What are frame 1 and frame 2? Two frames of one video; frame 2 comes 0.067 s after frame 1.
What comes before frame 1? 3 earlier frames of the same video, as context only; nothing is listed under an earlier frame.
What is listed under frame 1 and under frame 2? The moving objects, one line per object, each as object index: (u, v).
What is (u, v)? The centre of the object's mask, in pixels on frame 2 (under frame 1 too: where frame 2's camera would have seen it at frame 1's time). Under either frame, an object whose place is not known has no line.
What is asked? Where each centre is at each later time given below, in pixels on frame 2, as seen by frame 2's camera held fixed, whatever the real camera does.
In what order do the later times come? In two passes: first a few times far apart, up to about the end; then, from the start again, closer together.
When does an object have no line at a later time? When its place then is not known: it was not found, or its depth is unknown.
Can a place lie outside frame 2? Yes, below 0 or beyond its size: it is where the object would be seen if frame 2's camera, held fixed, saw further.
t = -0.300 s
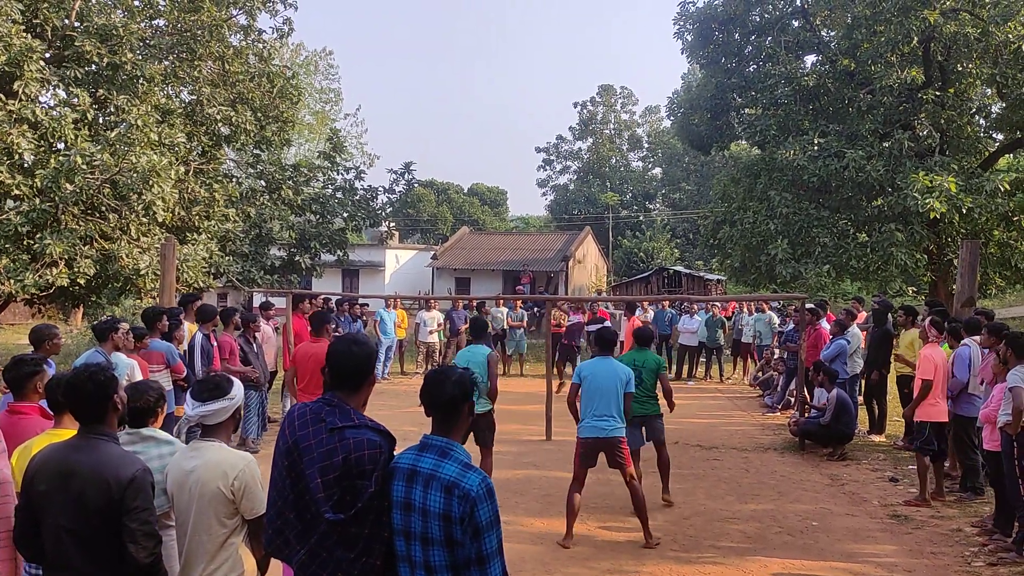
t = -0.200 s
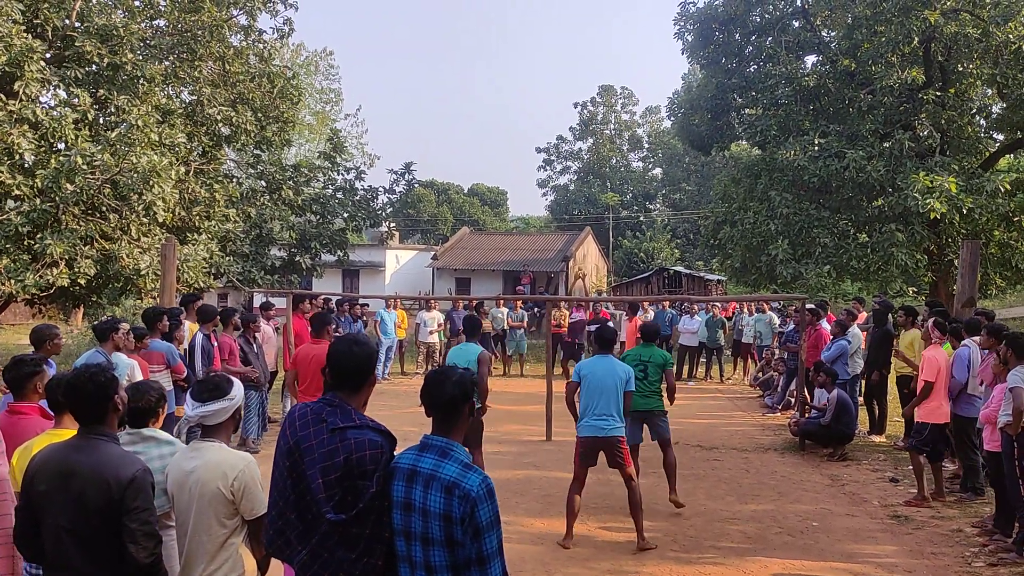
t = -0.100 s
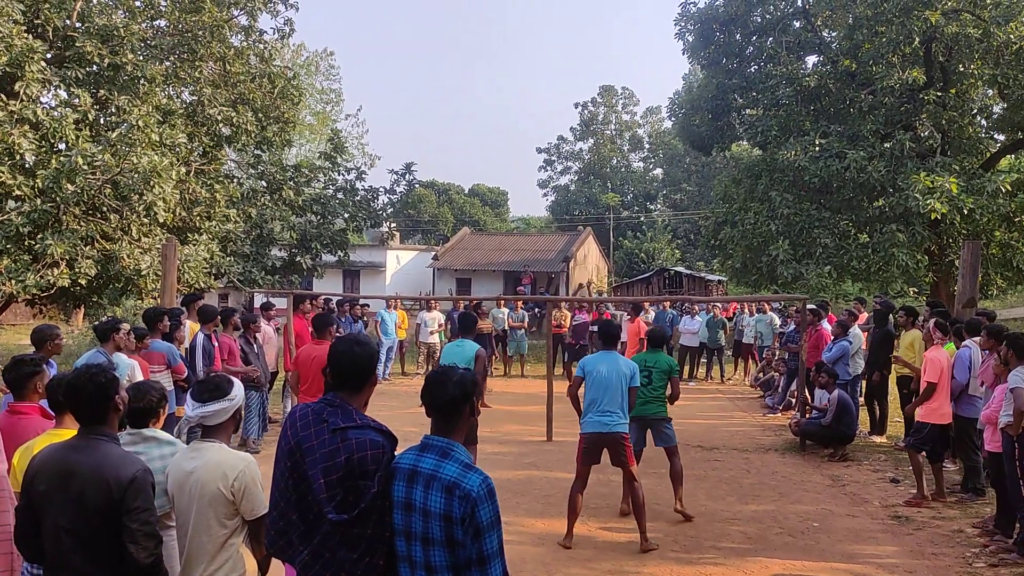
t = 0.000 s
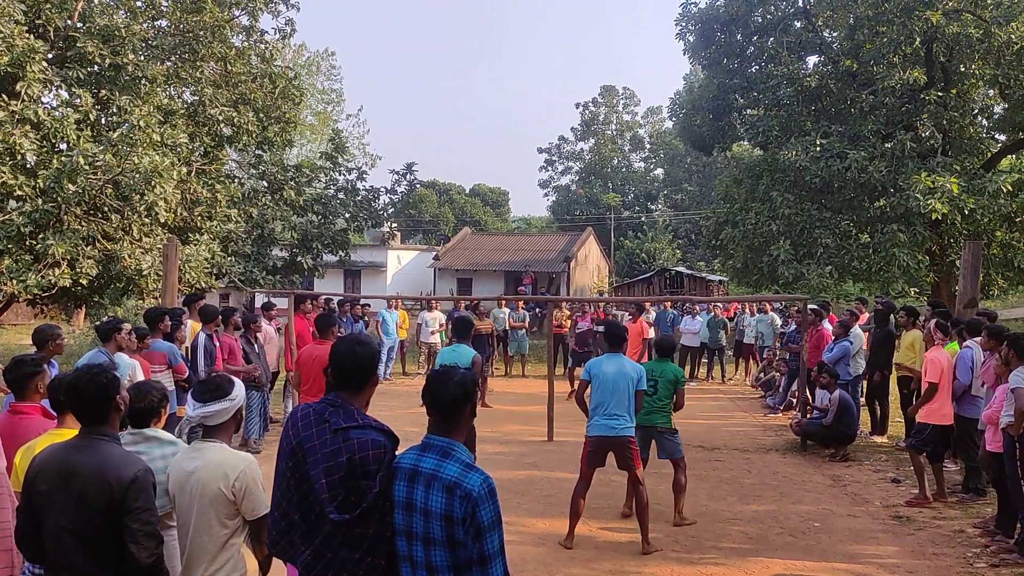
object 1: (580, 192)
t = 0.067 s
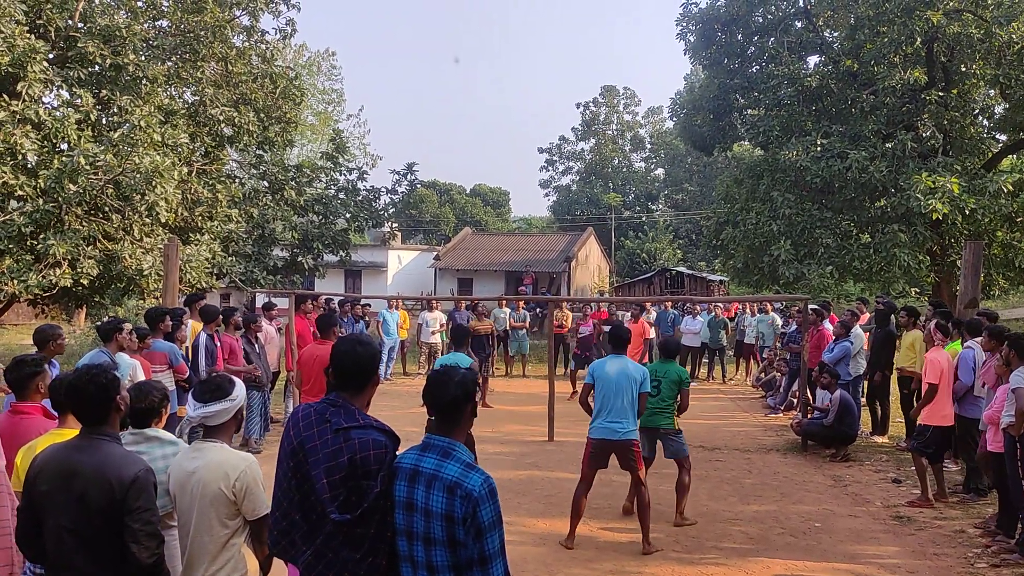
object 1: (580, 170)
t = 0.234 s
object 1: (577, 121)
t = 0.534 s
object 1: (571, 67)
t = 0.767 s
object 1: (561, 71)
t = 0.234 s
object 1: (577, 121)
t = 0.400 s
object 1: (574, 84)
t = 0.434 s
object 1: (573, 79)
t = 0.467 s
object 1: (573, 74)
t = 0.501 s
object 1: (572, 70)
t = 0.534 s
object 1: (571, 67)
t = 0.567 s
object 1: (570, 65)
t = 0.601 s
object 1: (568, 63)
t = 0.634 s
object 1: (567, 62)
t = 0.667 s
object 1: (566, 63)
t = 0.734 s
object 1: (563, 67)
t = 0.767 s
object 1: (561, 71)
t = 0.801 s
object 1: (560, 76)
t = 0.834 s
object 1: (558, 82)
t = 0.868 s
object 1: (556, 90)
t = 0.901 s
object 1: (554, 99)
